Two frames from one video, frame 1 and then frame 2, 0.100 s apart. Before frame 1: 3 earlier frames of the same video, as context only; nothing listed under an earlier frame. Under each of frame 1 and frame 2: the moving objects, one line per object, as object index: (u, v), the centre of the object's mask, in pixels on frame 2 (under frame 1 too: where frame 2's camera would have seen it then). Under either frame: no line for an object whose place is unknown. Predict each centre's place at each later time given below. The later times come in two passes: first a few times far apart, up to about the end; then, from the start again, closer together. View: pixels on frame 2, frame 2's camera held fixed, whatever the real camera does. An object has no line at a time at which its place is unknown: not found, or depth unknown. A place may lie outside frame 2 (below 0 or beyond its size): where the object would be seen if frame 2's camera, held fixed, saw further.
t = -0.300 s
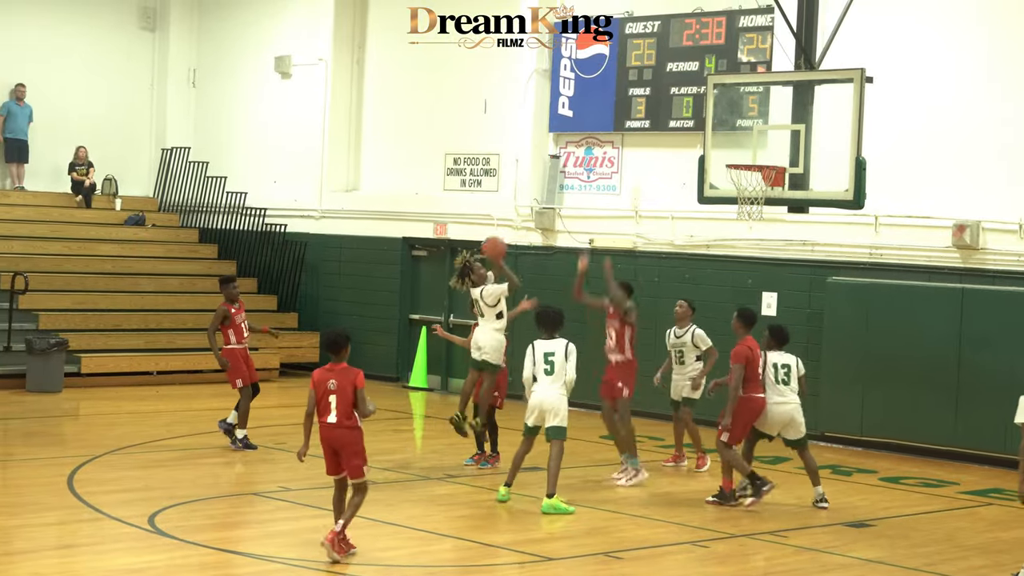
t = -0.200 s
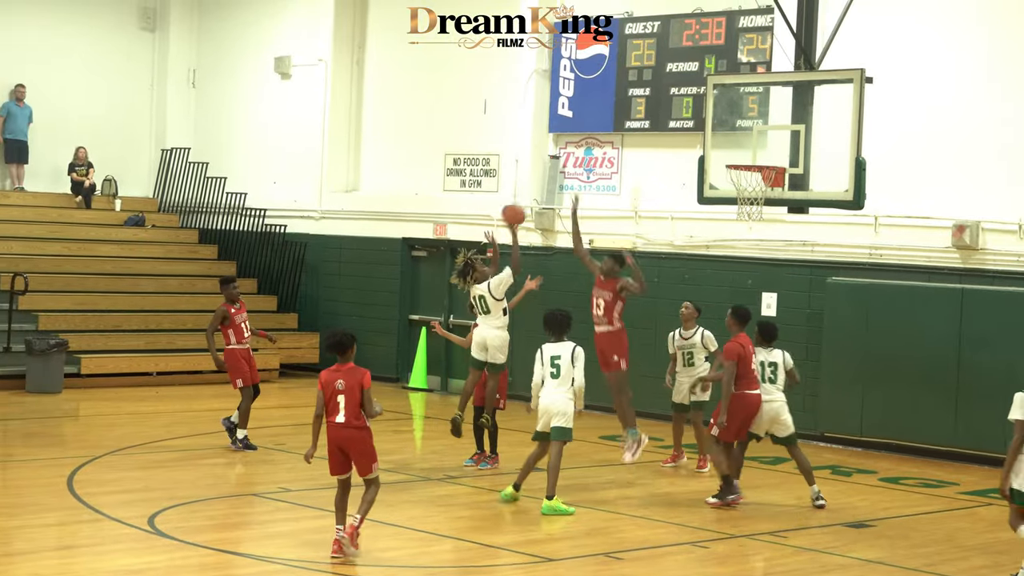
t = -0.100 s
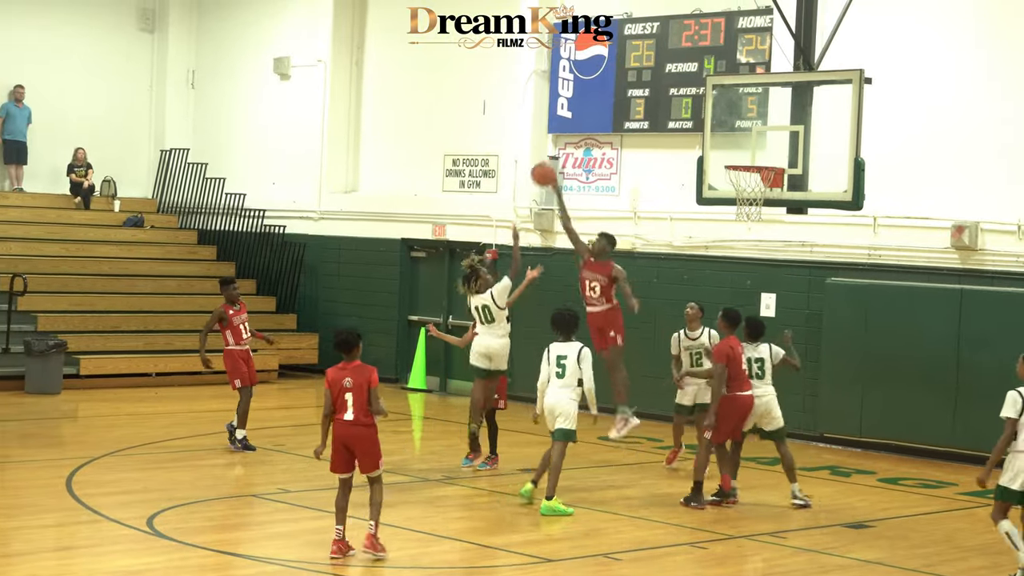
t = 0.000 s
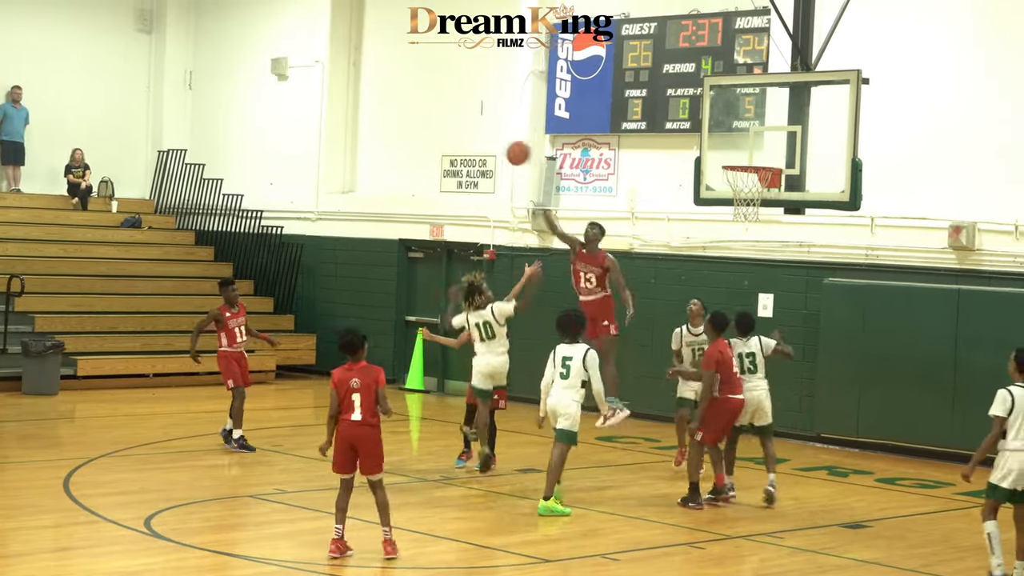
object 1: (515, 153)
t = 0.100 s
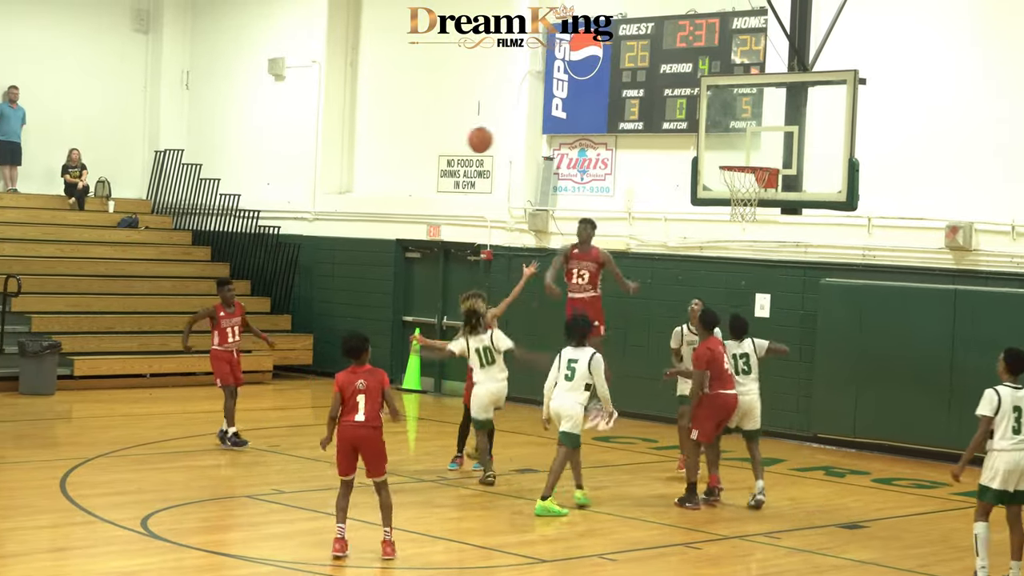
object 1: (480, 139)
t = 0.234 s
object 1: (429, 137)
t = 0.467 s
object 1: (324, 185)
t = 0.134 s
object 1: (468, 137)
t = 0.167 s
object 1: (455, 136)
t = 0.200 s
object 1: (442, 136)
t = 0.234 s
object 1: (429, 137)
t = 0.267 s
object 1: (415, 140)
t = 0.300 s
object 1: (401, 144)
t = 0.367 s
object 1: (372, 156)
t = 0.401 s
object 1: (356, 164)
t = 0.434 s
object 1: (341, 174)
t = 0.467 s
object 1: (324, 185)
